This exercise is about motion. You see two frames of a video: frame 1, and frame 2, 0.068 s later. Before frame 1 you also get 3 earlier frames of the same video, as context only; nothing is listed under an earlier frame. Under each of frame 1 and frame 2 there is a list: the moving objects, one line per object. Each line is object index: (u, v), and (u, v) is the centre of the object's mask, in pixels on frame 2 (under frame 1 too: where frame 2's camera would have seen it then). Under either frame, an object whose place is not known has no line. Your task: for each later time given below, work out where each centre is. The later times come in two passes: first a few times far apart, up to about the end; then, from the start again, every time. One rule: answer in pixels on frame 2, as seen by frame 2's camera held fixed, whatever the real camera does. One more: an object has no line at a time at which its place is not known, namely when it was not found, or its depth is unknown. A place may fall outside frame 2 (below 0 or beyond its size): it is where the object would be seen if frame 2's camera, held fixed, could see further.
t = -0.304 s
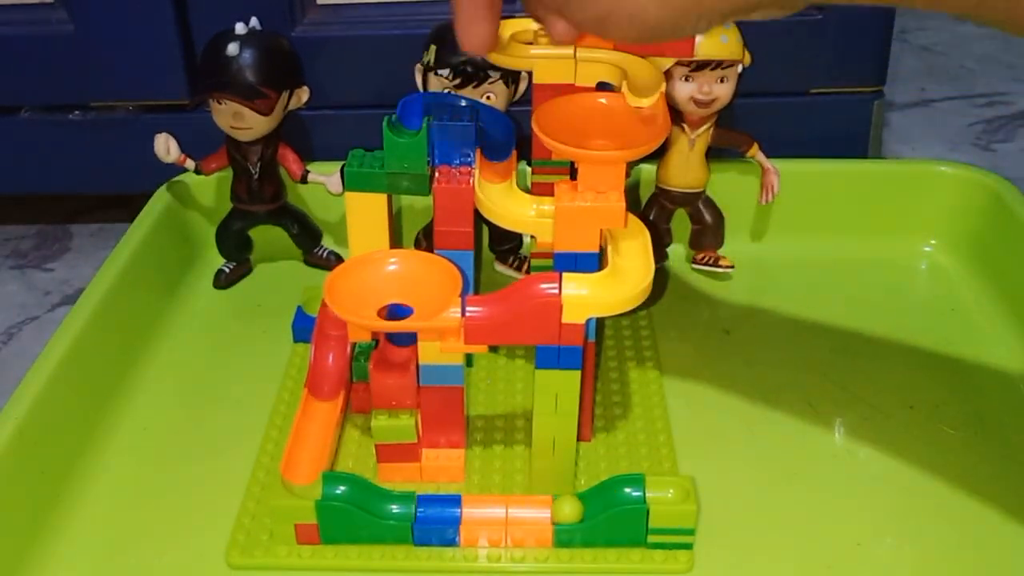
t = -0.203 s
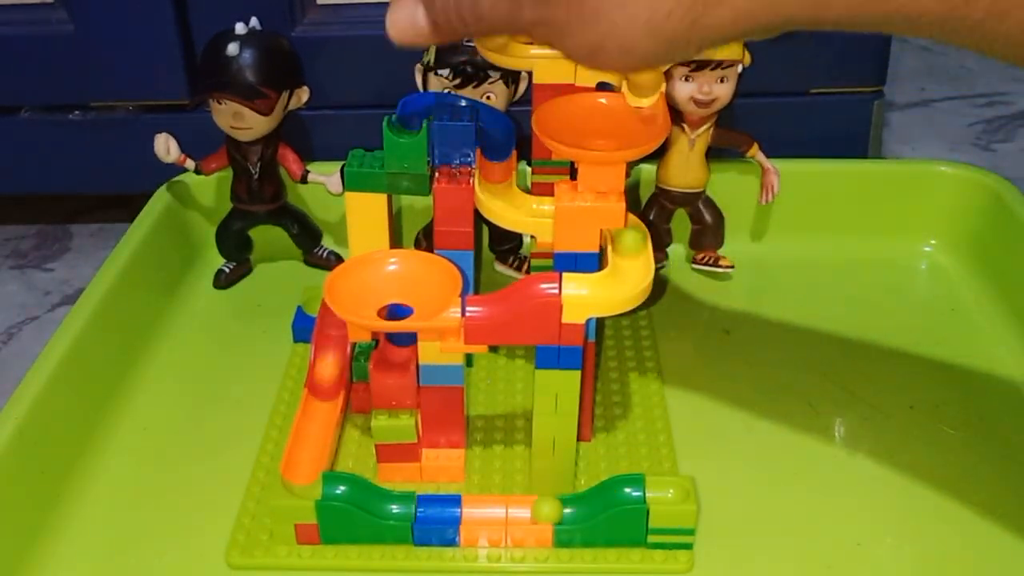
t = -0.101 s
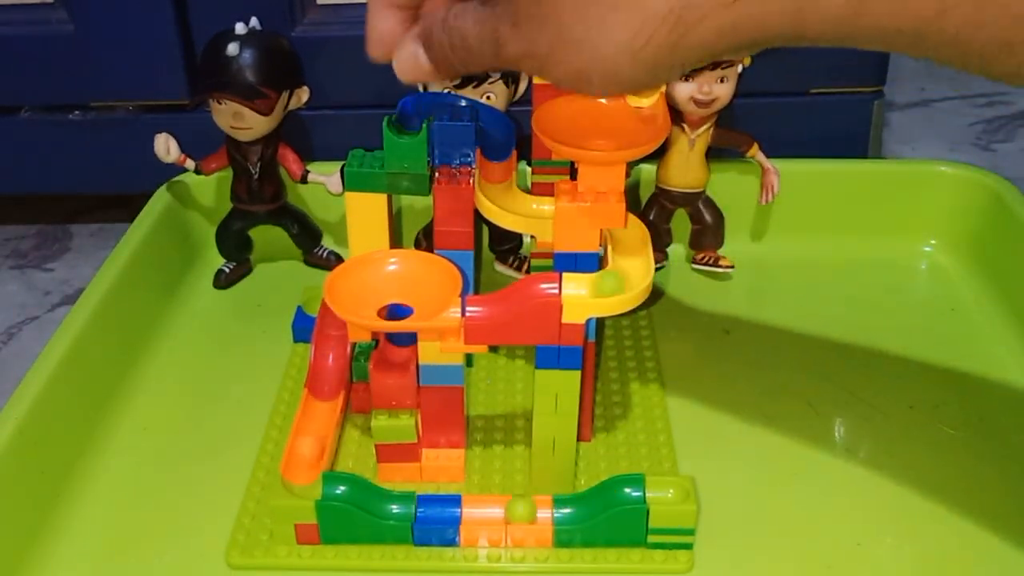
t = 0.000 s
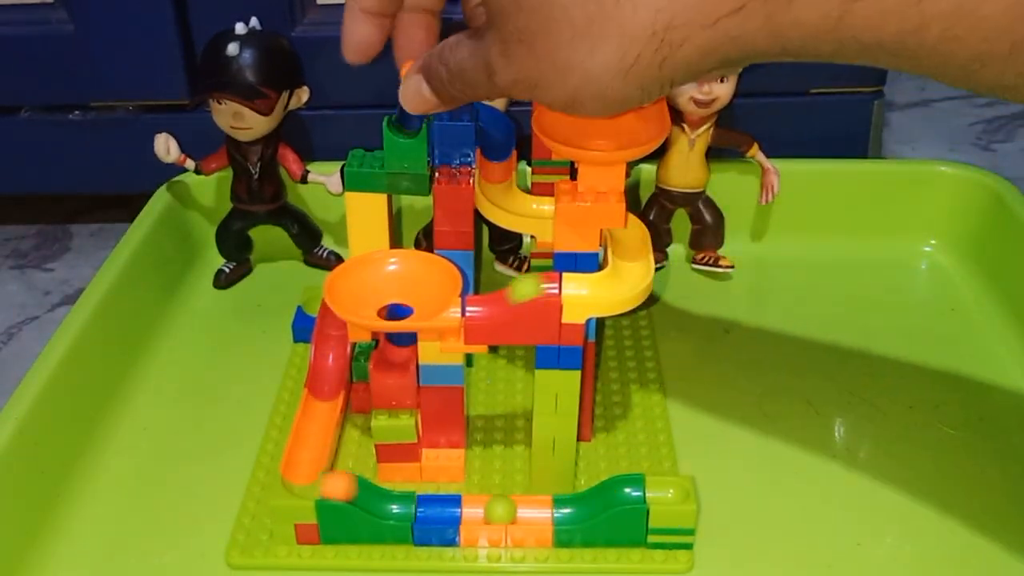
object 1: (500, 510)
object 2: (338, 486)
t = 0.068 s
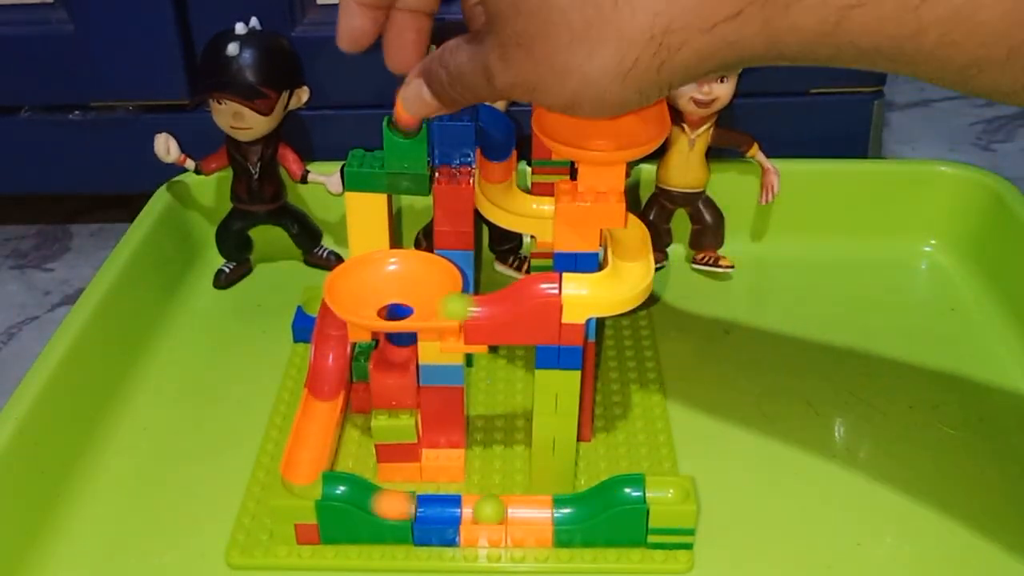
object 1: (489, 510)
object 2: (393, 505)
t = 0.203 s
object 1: (532, 510)
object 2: (459, 510)
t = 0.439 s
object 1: (560, 510)
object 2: (522, 511)
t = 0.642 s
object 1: (559, 510)
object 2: (490, 511)
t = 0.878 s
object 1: (524, 510)
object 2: (471, 510)
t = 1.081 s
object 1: (508, 510)
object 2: (475, 510)
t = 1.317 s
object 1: (509, 510)
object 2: (475, 510)
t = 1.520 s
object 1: (509, 510)
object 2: (475, 510)
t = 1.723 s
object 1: (509, 510)
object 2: (475, 510)
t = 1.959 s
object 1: (510, 510)
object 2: (475, 510)
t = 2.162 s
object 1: (509, 510)
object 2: (475, 510)
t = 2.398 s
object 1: (509, 510)
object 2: (475, 510)
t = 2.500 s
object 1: (510, 510)
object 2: (475, 510)
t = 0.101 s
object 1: (484, 510)
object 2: (432, 509)
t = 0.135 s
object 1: (496, 510)
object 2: (448, 508)
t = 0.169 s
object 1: (516, 510)
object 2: (451, 510)
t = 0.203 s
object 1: (532, 510)
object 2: (459, 510)
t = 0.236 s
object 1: (549, 510)
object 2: (468, 510)
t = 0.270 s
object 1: (564, 510)
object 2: (476, 510)
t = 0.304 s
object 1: (575, 508)
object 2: (486, 511)
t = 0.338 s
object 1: (581, 507)
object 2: (496, 510)
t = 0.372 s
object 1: (579, 507)
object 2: (506, 511)
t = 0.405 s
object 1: (570, 509)
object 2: (515, 510)
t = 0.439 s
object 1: (560, 510)
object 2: (522, 511)
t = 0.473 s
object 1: (562, 510)
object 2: (516, 510)
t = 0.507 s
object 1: (563, 510)
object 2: (511, 510)
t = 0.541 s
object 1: (563, 510)
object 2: (505, 511)
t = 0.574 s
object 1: (563, 510)
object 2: (499, 510)
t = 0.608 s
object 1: (561, 510)
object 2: (494, 510)
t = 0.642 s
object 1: (559, 510)
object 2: (490, 511)
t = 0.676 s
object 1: (556, 510)
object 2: (485, 511)
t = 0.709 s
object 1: (553, 510)
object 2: (479, 510)
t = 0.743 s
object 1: (549, 510)
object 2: (476, 510)
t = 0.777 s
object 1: (542, 510)
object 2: (474, 510)
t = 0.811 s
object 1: (536, 510)
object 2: (472, 510)
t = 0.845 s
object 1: (530, 510)
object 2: (471, 510)
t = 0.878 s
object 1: (524, 510)
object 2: (471, 510)
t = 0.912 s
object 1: (520, 510)
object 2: (471, 510)
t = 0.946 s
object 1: (514, 510)
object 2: (472, 510)
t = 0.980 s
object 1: (510, 510)
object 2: (473, 510)
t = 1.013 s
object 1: (509, 510)
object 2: (474, 510)
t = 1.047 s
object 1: (508, 510)
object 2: (474, 510)
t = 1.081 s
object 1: (508, 510)
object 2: (475, 510)
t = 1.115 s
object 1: (509, 510)
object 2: (475, 510)
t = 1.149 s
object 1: (509, 510)
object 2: (475, 510)
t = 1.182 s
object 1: (509, 510)
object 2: (475, 510)
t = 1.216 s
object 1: (509, 510)
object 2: (475, 510)
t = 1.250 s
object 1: (509, 510)
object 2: (475, 510)
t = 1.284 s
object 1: (509, 510)
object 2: (475, 510)
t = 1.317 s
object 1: (509, 510)
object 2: (475, 510)
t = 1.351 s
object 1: (509, 510)
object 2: (475, 510)
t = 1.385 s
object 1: (509, 510)
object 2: (475, 510)
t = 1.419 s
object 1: (509, 510)
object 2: (475, 510)
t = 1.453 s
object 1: (509, 510)
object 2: (475, 510)
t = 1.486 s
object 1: (509, 510)
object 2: (475, 510)
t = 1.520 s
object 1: (509, 510)
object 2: (475, 510)
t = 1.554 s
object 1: (509, 510)
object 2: (475, 510)
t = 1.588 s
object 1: (509, 510)
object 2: (475, 510)
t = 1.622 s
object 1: (509, 510)
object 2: (475, 510)
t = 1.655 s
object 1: (509, 510)
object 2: (475, 510)
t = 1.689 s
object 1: (509, 510)
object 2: (475, 510)
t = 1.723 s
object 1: (509, 510)
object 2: (475, 510)
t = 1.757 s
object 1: (509, 510)
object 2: (475, 510)
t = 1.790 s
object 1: (510, 510)
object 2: (475, 510)
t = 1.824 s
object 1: (510, 510)
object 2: (475, 510)
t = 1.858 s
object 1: (510, 510)
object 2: (475, 510)
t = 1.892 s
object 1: (509, 510)
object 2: (475, 510)
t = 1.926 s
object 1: (509, 510)
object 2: (475, 510)
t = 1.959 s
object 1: (510, 510)
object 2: (475, 510)
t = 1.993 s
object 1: (510, 510)
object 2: (475, 510)
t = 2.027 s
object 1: (509, 510)
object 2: (475, 510)
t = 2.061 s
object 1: (509, 510)
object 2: (475, 510)
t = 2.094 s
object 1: (509, 510)
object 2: (475, 510)
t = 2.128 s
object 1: (509, 510)
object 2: (475, 510)
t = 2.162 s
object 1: (509, 510)
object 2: (475, 510)
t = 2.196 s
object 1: (510, 510)
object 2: (475, 510)
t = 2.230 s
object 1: (509, 510)
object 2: (475, 510)
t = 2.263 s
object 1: (510, 510)
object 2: (475, 510)
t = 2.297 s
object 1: (510, 510)
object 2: (475, 510)
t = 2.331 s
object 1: (510, 510)
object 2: (475, 510)
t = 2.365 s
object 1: (510, 510)
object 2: (475, 510)
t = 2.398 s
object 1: (509, 510)
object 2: (475, 510)
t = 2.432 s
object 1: (509, 510)
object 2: (475, 510)
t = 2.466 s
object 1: (509, 510)
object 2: (475, 510)
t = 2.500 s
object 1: (510, 510)
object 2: (475, 510)
